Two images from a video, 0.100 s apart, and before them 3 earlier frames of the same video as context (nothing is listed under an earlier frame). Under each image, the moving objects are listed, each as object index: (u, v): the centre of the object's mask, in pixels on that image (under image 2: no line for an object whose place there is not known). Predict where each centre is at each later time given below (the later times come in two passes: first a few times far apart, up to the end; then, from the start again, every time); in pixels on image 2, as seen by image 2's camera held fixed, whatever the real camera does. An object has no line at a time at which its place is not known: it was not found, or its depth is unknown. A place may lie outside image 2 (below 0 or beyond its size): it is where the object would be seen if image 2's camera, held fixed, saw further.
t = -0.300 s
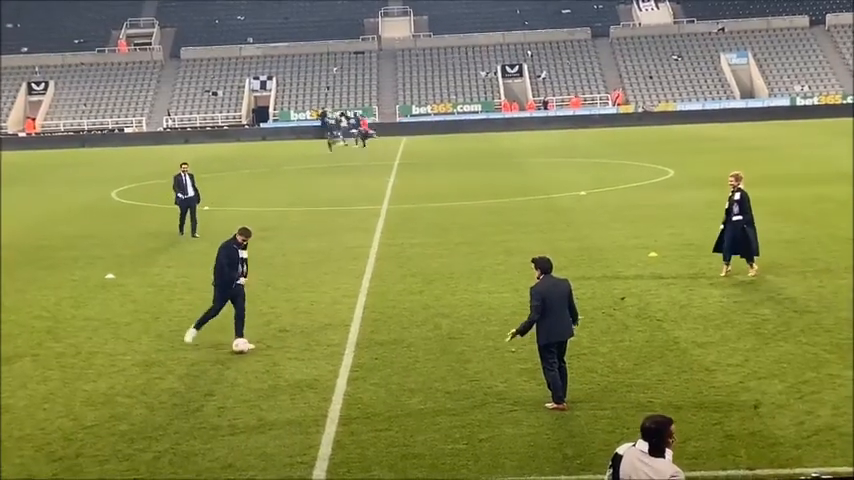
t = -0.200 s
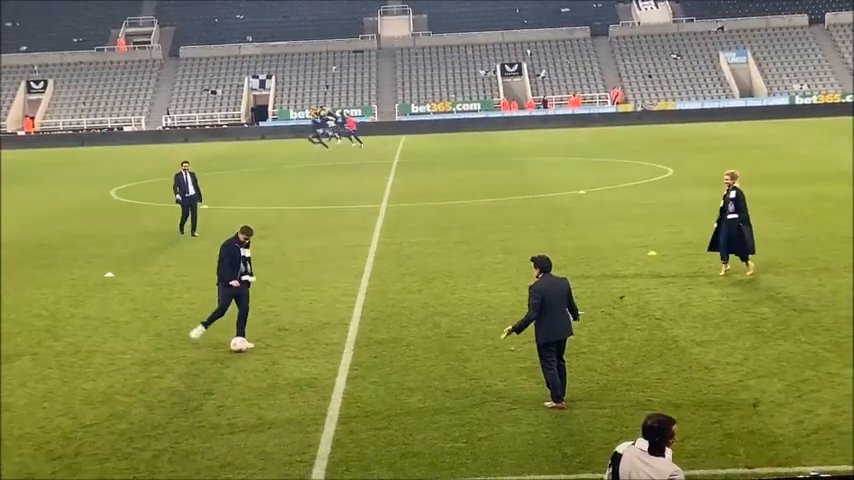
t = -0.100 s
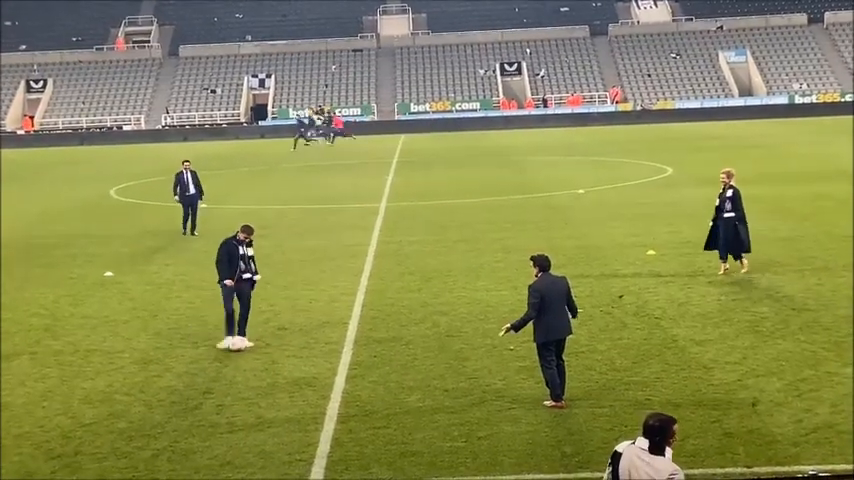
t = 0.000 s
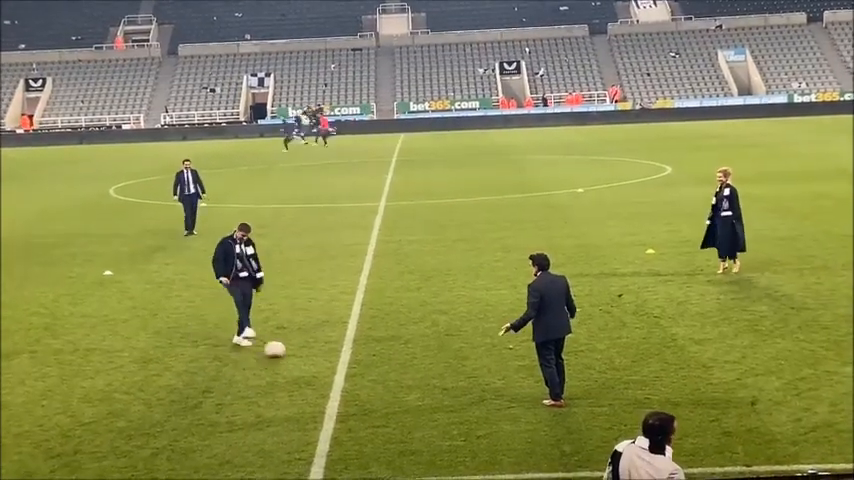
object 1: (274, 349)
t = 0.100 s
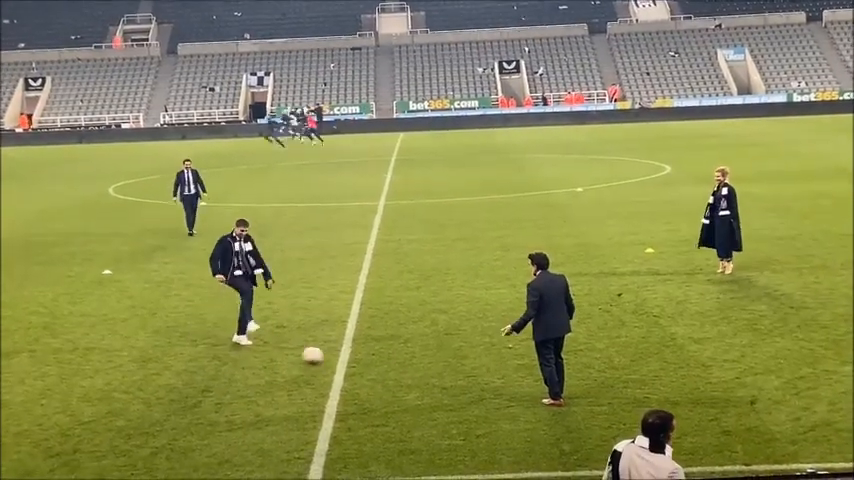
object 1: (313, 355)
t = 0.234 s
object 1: (362, 365)
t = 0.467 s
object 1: (442, 380)
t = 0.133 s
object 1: (325, 358)
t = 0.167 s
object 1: (337, 360)
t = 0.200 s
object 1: (352, 363)
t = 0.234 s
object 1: (362, 365)
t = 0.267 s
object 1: (374, 367)
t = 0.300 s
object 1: (386, 370)
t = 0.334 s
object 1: (397, 372)
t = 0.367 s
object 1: (408, 374)
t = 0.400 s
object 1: (419, 376)
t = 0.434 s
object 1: (431, 379)
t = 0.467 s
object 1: (442, 380)
